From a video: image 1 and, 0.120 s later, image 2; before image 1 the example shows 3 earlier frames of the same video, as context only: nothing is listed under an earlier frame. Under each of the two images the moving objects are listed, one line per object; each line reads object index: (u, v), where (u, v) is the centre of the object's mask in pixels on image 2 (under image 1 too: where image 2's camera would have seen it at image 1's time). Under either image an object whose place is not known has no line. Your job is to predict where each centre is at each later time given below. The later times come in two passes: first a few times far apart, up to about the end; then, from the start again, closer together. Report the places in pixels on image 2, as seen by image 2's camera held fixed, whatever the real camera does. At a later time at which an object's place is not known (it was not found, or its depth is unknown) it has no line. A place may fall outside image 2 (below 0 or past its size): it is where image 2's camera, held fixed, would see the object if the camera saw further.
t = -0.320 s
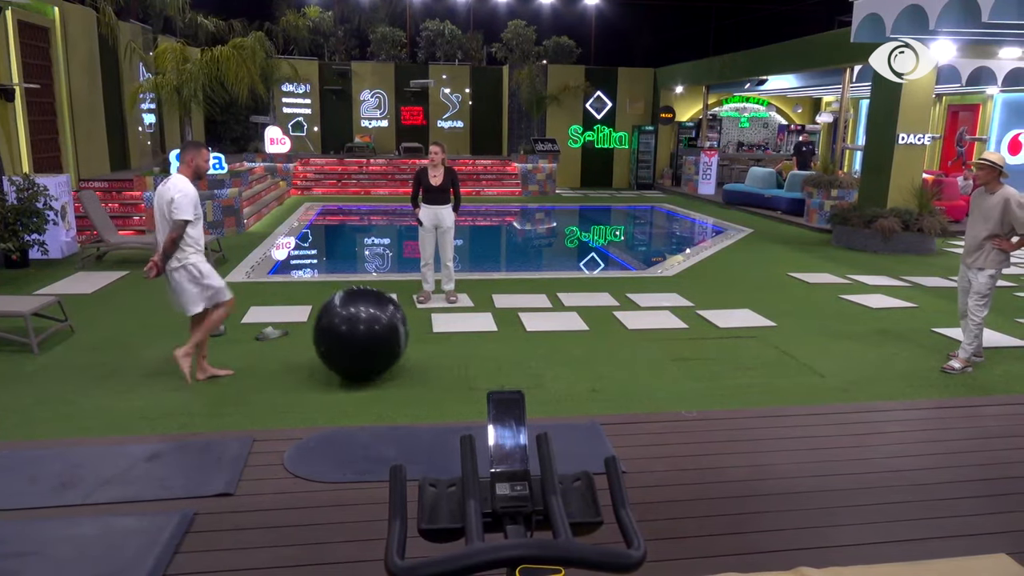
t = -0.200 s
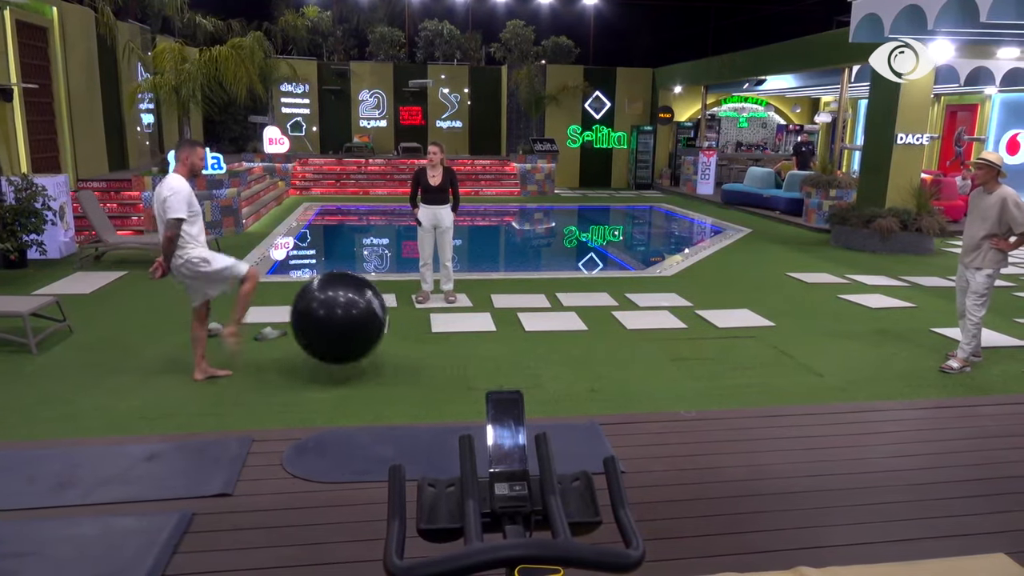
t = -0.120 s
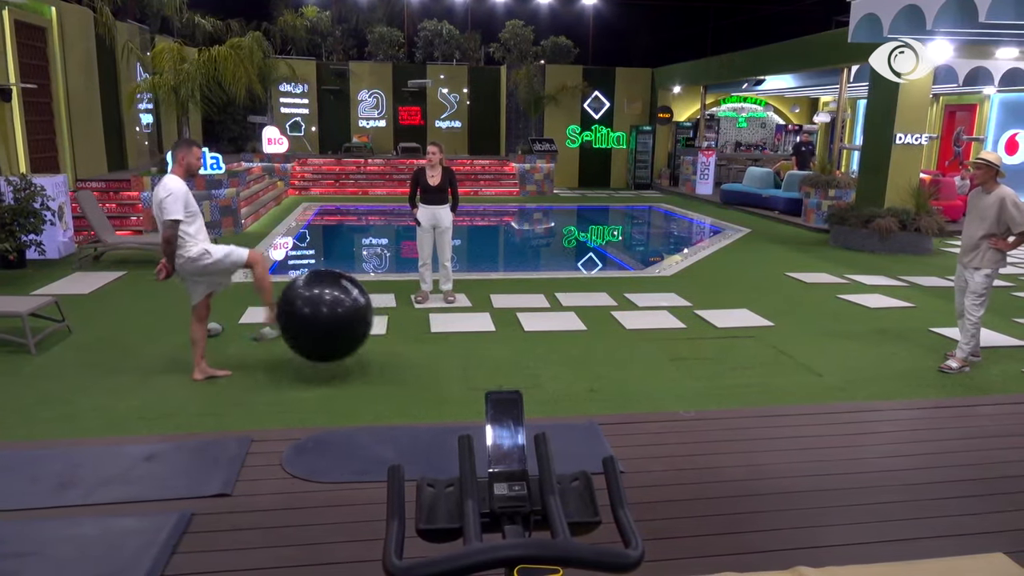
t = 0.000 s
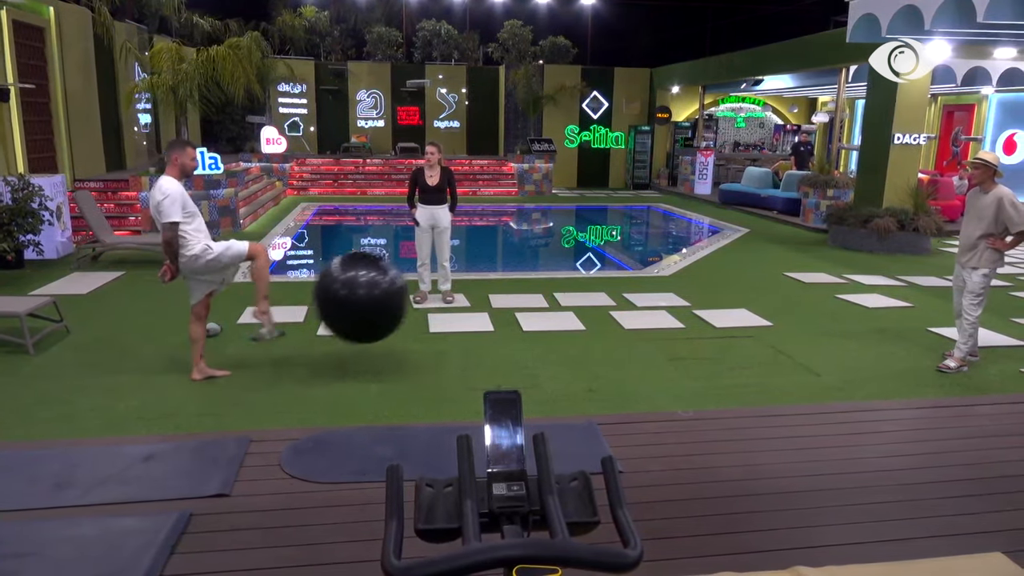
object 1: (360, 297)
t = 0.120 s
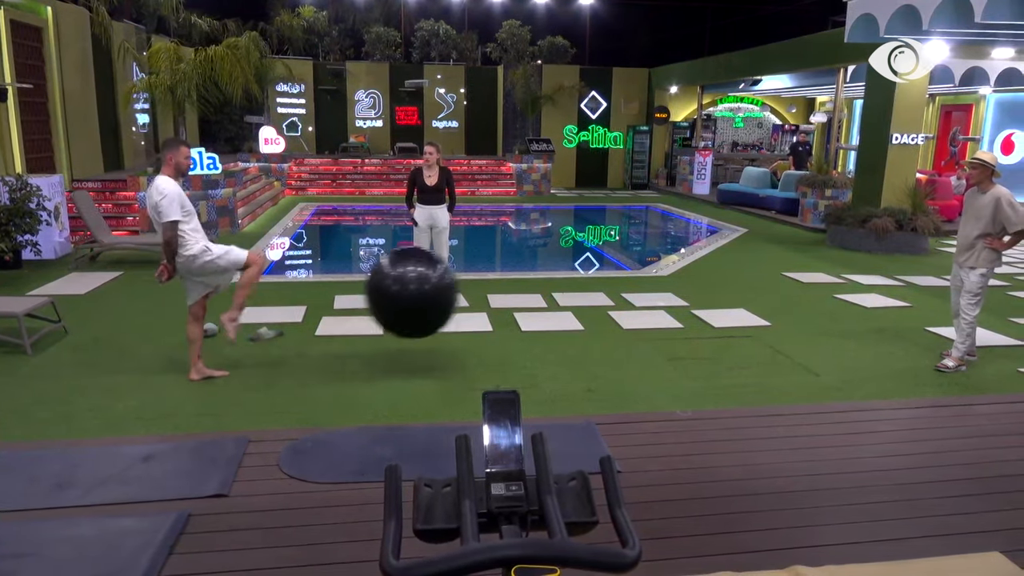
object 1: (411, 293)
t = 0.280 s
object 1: (479, 309)
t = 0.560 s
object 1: (563, 303)
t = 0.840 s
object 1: (633, 306)
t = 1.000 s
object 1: (667, 321)
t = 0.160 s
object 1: (428, 294)
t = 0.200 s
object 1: (445, 297)
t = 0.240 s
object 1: (462, 303)
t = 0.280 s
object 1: (479, 309)
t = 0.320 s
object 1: (495, 318)
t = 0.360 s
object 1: (510, 328)
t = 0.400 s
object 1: (522, 334)
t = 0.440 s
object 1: (532, 327)
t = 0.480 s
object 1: (542, 317)
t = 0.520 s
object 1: (553, 309)
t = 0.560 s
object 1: (563, 303)
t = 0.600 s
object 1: (574, 299)
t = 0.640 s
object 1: (584, 296)
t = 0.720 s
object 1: (604, 295)
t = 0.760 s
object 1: (614, 298)
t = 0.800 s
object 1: (623, 301)
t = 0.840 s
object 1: (633, 306)
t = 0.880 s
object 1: (642, 313)
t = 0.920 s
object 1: (651, 322)
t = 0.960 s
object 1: (658, 327)
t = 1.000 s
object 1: (667, 321)
